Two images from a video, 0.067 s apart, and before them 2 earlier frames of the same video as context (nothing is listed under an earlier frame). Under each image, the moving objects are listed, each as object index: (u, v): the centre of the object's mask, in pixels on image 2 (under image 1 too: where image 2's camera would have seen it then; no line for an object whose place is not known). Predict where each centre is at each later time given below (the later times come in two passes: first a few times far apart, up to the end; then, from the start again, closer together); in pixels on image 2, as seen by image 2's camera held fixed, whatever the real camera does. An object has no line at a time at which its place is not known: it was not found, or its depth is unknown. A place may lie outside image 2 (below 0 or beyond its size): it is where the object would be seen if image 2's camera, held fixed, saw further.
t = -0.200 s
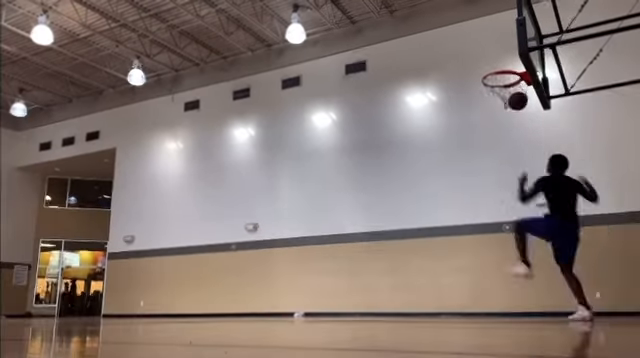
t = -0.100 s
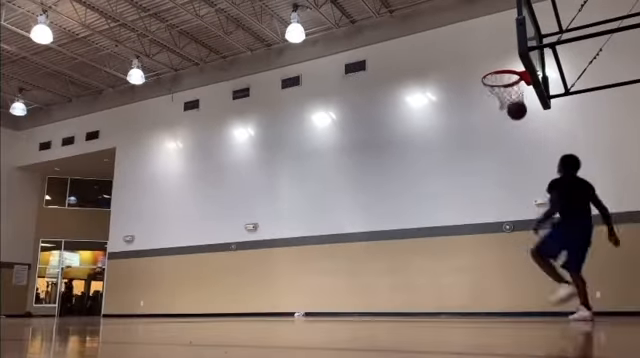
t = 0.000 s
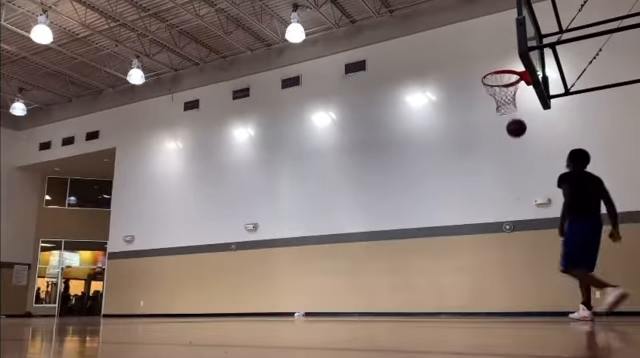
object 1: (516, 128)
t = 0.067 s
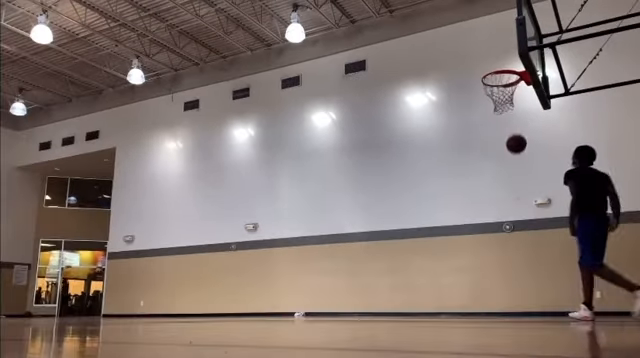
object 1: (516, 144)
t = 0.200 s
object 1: (517, 187)
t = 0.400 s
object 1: (521, 283)
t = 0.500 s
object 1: (518, 288)
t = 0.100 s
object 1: (516, 153)
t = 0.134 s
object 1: (516, 163)
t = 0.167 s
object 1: (516, 174)
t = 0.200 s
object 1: (517, 187)
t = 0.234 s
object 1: (517, 200)
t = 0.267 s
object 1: (518, 214)
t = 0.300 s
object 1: (519, 231)
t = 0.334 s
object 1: (519, 246)
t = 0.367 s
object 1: (520, 264)
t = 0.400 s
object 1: (521, 283)
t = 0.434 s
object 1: (522, 302)
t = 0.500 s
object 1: (518, 288)
